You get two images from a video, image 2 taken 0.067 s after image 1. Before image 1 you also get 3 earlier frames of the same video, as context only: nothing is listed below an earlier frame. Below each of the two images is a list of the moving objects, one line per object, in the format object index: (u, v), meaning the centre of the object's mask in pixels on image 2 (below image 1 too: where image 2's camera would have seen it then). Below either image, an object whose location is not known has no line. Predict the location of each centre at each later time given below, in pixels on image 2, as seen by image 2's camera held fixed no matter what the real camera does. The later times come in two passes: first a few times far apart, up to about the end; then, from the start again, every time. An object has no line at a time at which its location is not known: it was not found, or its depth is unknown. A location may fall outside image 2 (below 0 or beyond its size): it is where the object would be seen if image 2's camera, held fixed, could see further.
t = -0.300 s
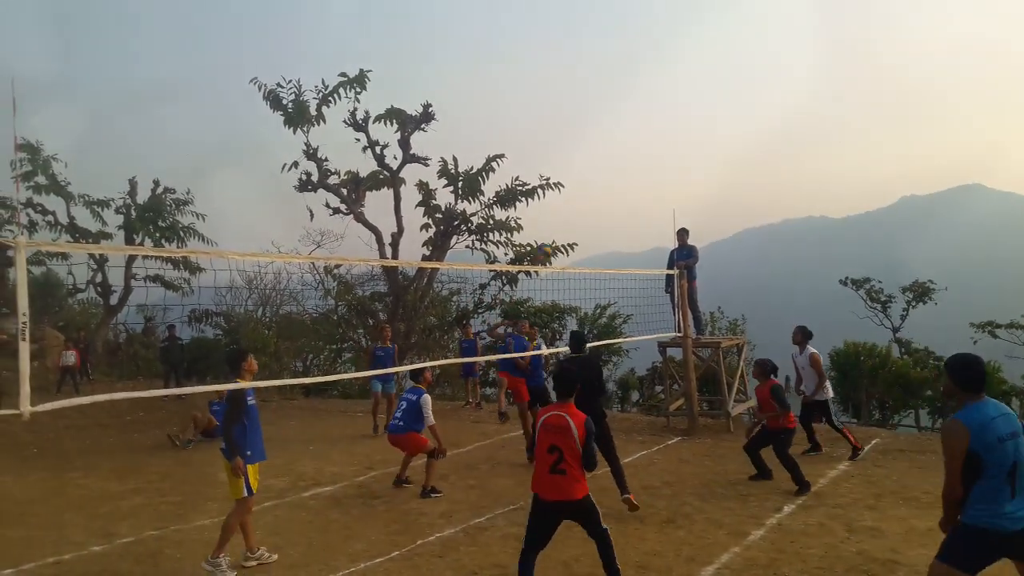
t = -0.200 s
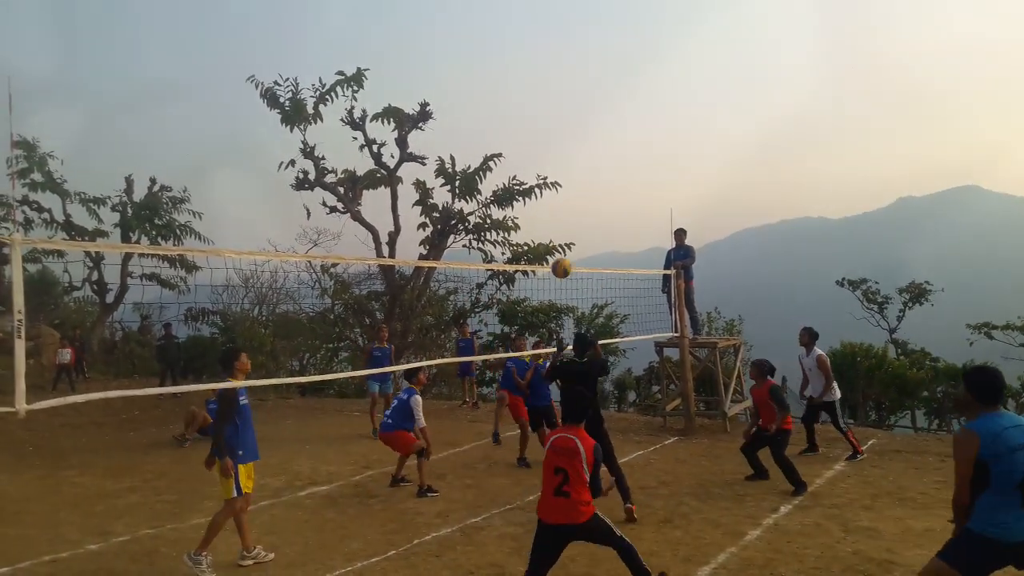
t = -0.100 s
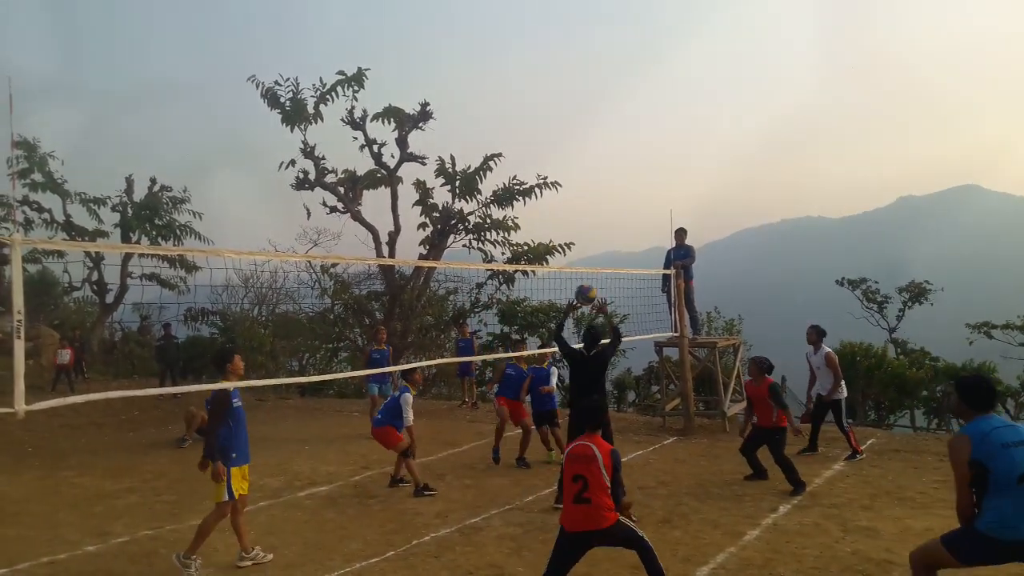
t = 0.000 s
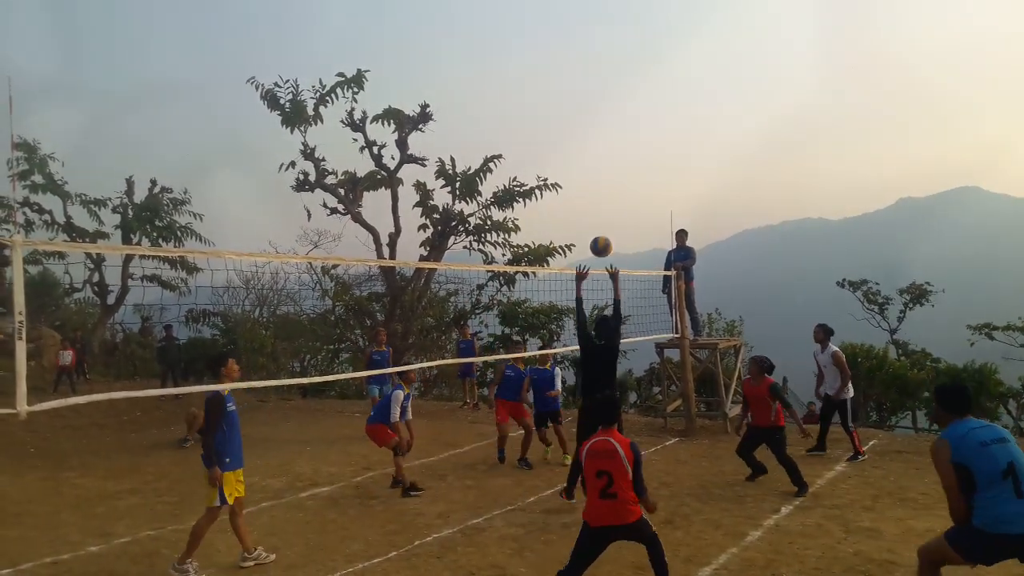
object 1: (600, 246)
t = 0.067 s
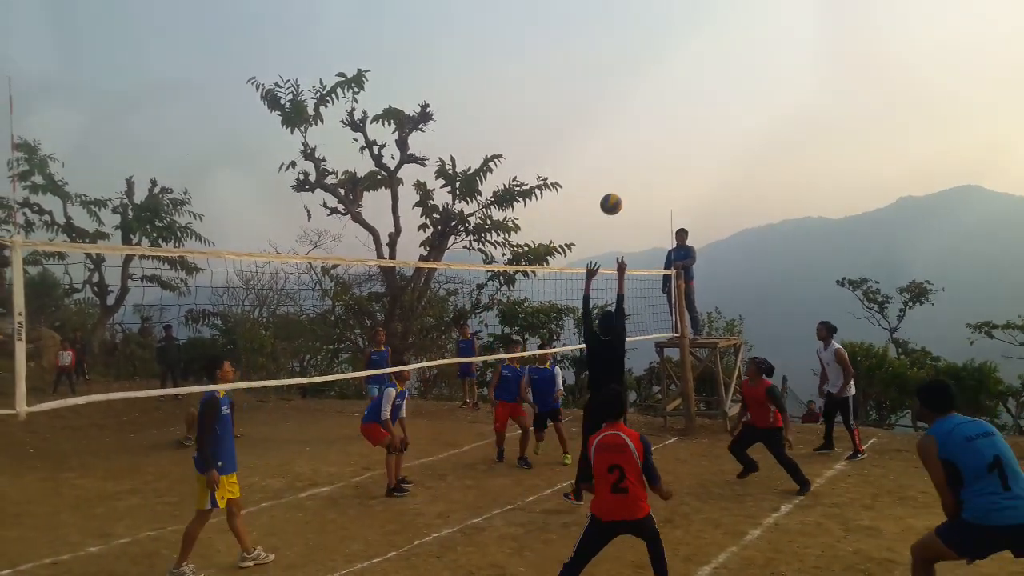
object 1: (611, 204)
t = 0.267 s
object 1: (644, 103)
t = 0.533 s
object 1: (692, 28)
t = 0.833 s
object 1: (749, 38)
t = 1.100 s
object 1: (803, 131)
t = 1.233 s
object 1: (830, 210)
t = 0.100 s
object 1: (616, 185)
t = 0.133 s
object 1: (621, 167)
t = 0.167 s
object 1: (627, 149)
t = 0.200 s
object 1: (632, 133)
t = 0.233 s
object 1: (638, 118)
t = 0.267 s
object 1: (644, 103)
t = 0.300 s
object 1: (650, 89)
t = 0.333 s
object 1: (654, 77)
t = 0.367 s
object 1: (659, 66)
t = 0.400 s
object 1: (666, 57)
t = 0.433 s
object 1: (673, 48)
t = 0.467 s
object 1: (679, 40)
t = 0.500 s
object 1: (685, 34)
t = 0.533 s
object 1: (692, 28)
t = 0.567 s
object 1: (697, 25)
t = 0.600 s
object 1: (703, 24)
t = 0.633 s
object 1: (709, 25)
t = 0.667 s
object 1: (716, 25)
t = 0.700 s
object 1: (722, 27)
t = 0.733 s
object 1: (729, 29)
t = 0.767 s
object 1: (735, 32)
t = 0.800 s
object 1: (741, 35)
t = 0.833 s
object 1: (749, 38)
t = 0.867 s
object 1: (758, 43)
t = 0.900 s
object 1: (763, 51)
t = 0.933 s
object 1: (768, 62)
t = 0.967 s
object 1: (775, 72)
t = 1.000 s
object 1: (782, 85)
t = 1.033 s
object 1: (789, 99)
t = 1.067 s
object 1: (795, 114)
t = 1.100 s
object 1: (803, 131)
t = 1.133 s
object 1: (810, 148)
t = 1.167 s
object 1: (816, 168)
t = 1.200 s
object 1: (823, 189)
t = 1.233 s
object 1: (830, 210)
